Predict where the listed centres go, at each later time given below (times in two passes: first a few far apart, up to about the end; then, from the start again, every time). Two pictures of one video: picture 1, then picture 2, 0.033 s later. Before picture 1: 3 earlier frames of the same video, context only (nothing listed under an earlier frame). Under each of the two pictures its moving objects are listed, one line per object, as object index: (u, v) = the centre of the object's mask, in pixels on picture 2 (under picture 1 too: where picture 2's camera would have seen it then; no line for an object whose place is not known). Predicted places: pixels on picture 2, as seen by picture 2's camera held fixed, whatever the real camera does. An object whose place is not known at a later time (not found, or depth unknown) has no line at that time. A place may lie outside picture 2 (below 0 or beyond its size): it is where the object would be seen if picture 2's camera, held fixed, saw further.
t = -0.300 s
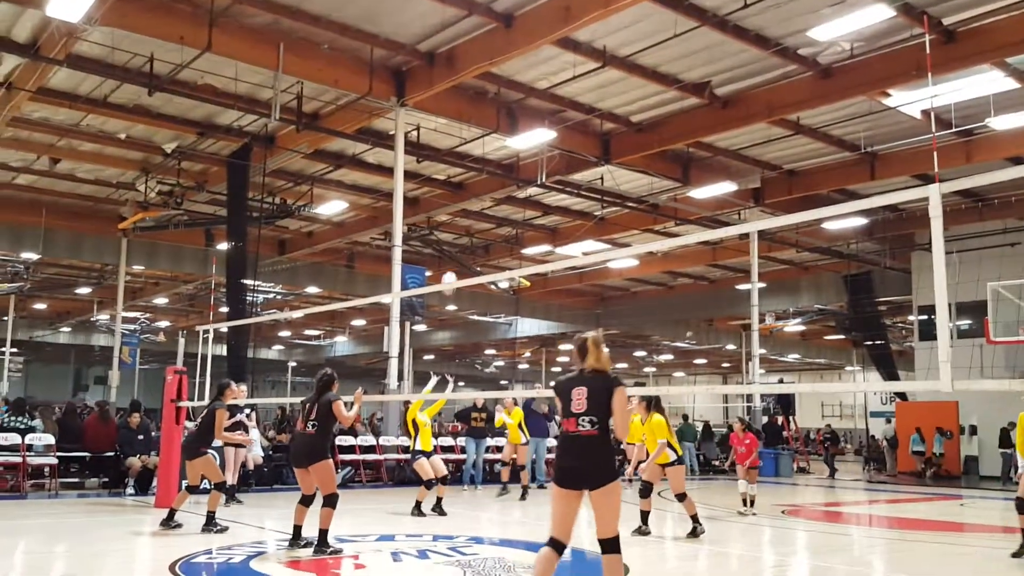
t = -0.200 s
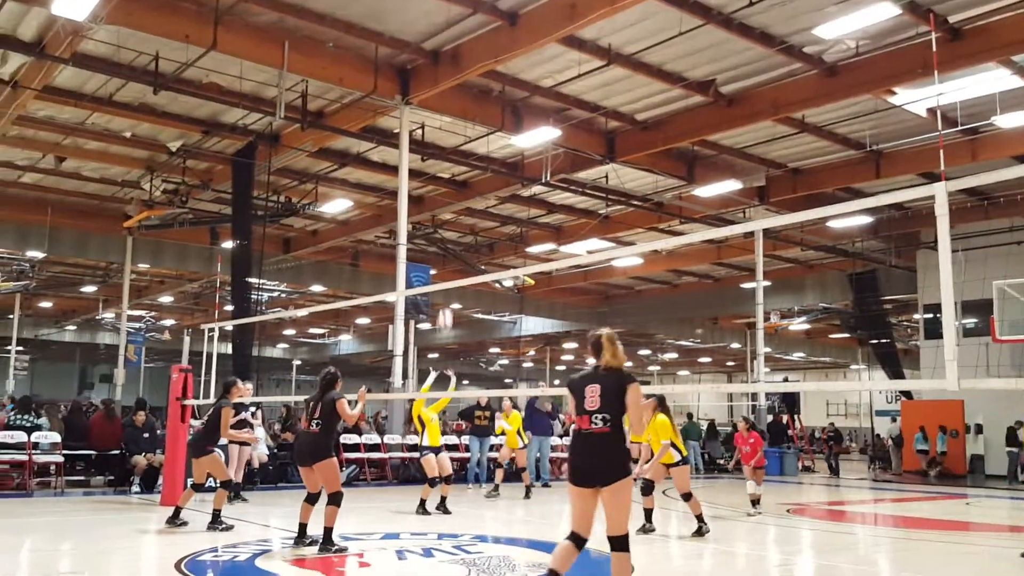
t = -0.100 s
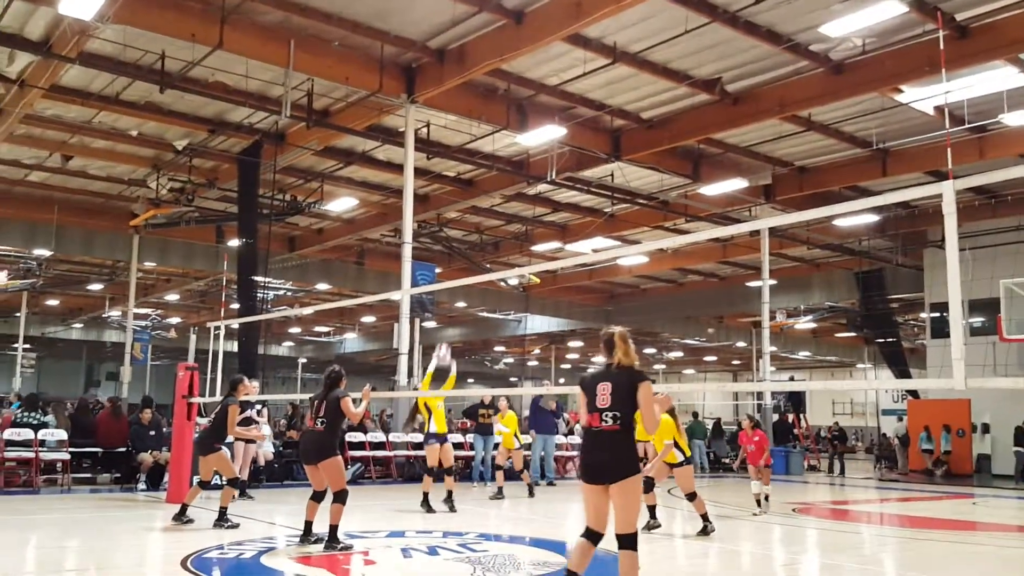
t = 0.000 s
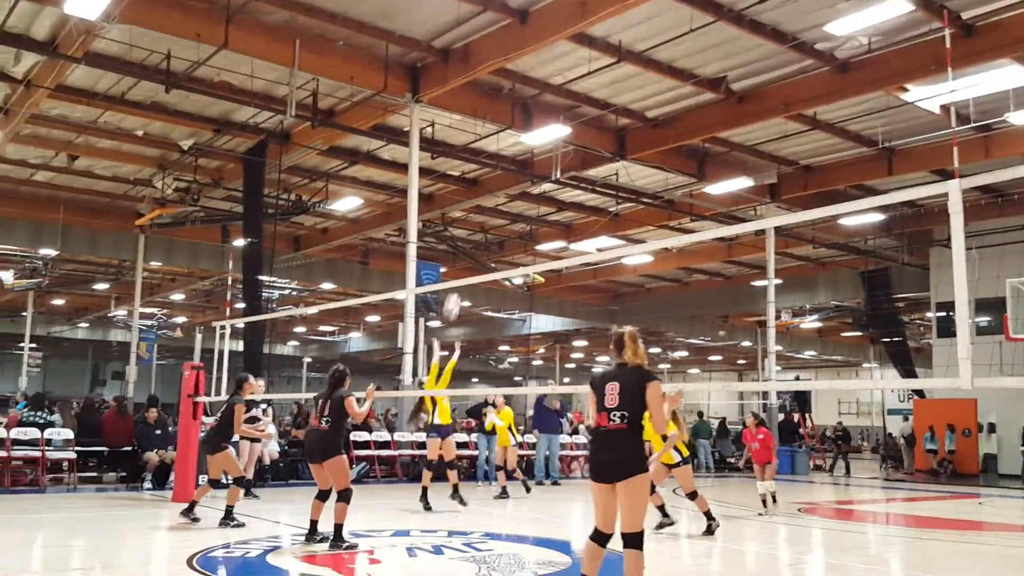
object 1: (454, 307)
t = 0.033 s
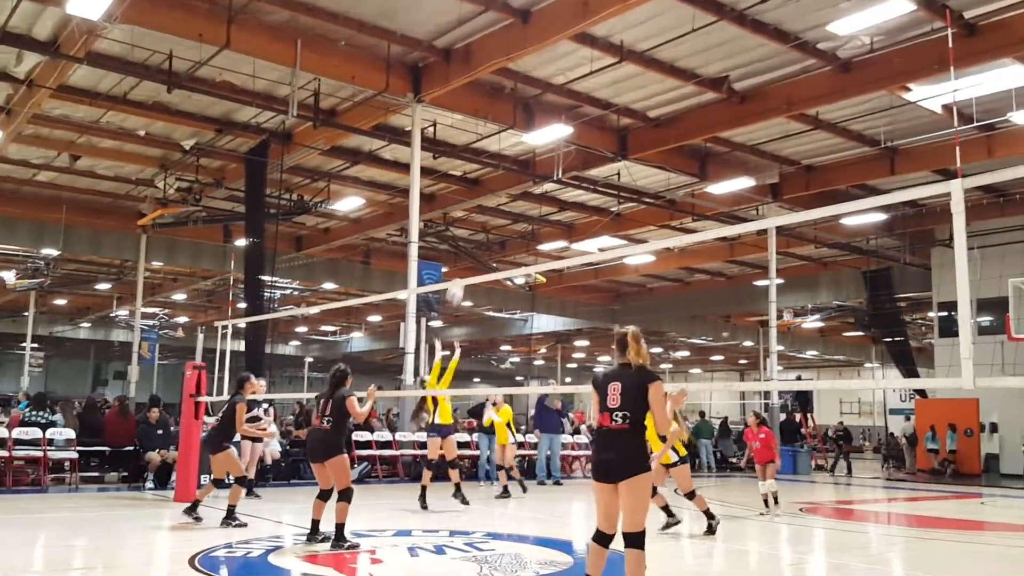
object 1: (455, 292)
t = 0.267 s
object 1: (468, 209)
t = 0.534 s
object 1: (482, 162)
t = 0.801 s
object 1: (496, 172)
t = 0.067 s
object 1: (458, 273)
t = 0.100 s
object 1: (459, 264)
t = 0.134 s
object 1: (461, 252)
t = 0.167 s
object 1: (463, 240)
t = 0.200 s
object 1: (465, 228)
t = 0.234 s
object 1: (466, 218)
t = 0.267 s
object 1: (468, 209)
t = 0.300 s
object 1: (470, 200)
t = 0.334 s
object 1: (472, 192)
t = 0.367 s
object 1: (473, 186)
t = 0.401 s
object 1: (475, 180)
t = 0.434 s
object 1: (477, 174)
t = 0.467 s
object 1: (478, 170)
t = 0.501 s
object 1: (480, 165)
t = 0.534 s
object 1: (482, 162)
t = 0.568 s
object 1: (483, 161)
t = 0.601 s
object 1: (485, 160)
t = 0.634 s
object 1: (486, 159)
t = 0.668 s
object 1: (488, 160)
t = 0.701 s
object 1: (490, 162)
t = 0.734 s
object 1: (492, 164)
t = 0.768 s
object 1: (494, 167)
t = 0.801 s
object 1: (496, 172)
